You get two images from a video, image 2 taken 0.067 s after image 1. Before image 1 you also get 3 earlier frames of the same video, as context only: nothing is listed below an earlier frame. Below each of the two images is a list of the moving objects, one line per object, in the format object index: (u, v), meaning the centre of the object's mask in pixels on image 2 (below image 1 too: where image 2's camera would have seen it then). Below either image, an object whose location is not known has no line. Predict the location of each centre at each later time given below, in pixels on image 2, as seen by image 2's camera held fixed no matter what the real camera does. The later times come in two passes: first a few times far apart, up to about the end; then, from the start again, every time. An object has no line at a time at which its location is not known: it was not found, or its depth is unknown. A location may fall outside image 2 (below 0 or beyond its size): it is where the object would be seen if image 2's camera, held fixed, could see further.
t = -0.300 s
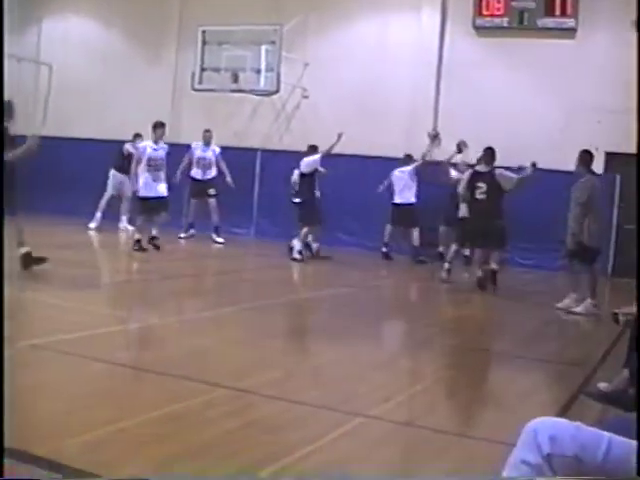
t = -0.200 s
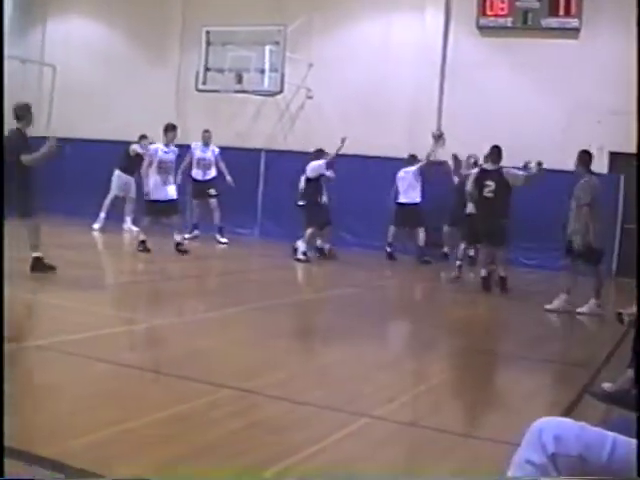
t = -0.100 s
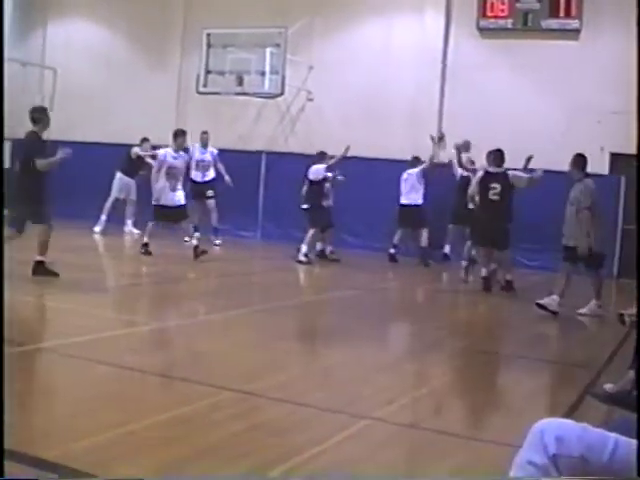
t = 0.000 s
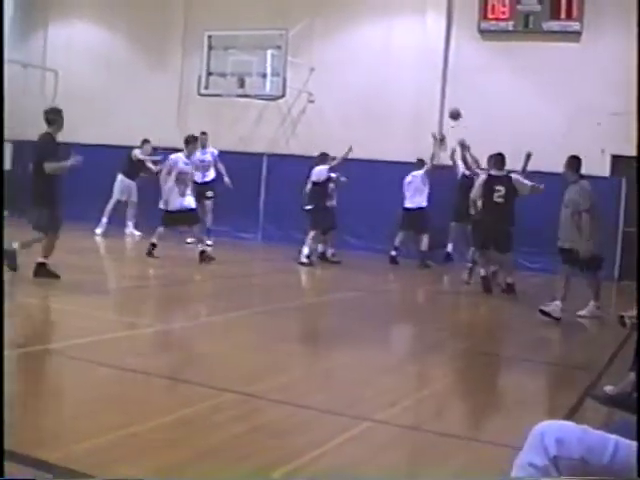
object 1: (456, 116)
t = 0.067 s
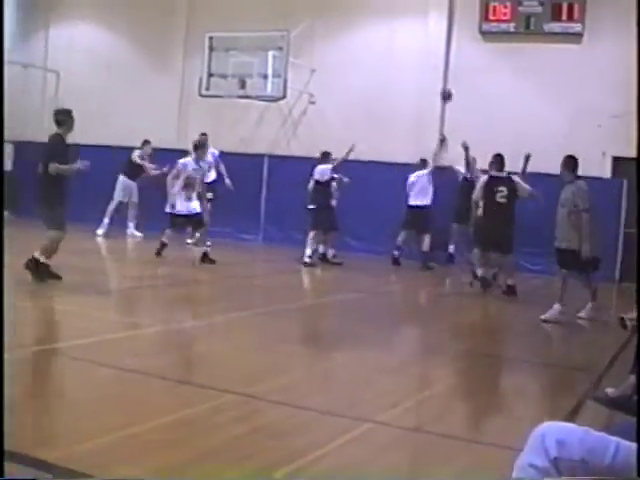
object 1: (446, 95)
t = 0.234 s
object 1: (417, 52)
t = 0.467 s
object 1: (364, 9)
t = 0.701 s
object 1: (289, -1)
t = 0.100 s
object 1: (440, 87)
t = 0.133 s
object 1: (434, 77)
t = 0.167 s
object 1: (429, 68)
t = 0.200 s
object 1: (423, 60)
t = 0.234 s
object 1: (417, 52)
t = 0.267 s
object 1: (410, 44)
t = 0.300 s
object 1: (403, 37)
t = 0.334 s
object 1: (396, 30)
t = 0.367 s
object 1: (388, 24)
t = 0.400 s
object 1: (380, 18)
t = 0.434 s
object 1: (372, 14)
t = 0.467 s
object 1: (364, 9)
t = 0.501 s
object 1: (354, 5)
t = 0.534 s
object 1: (345, 2)
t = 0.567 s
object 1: (335, 0)
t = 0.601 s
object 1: (324, -1)
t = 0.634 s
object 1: (313, -2)
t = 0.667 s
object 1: (302, -2)
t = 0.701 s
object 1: (289, -1)
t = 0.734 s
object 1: (276, 2)
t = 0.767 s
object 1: (263, 6)
